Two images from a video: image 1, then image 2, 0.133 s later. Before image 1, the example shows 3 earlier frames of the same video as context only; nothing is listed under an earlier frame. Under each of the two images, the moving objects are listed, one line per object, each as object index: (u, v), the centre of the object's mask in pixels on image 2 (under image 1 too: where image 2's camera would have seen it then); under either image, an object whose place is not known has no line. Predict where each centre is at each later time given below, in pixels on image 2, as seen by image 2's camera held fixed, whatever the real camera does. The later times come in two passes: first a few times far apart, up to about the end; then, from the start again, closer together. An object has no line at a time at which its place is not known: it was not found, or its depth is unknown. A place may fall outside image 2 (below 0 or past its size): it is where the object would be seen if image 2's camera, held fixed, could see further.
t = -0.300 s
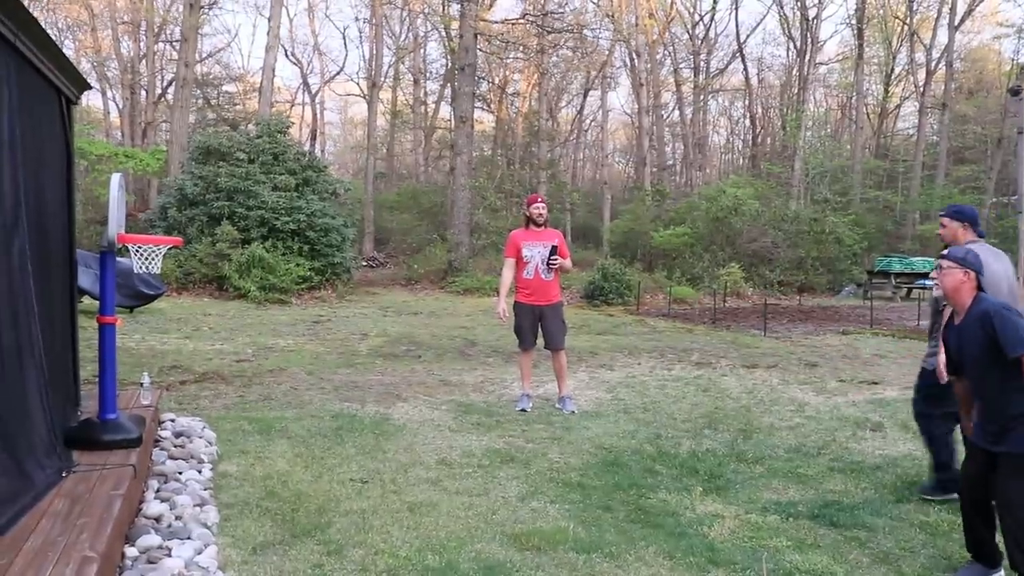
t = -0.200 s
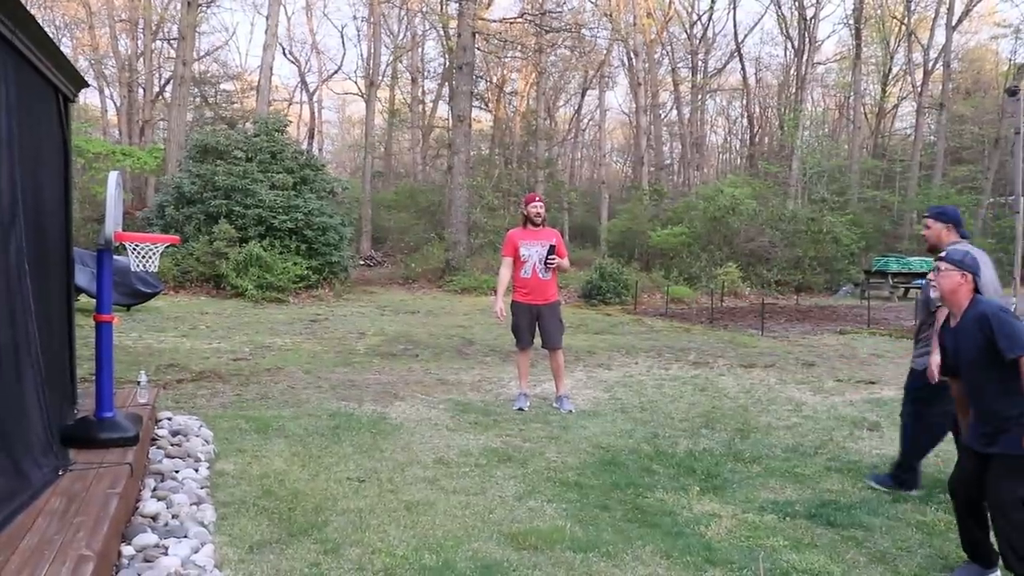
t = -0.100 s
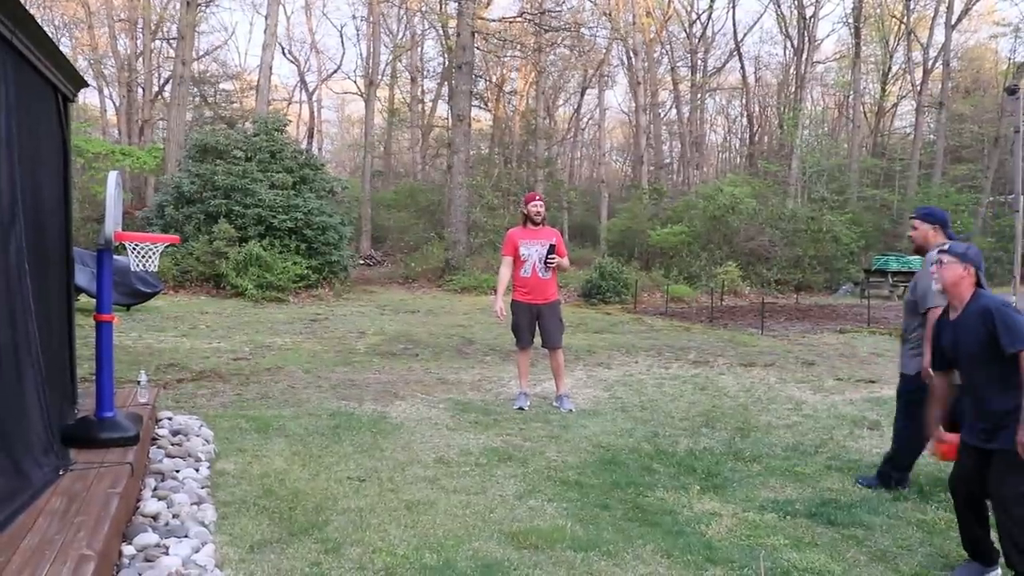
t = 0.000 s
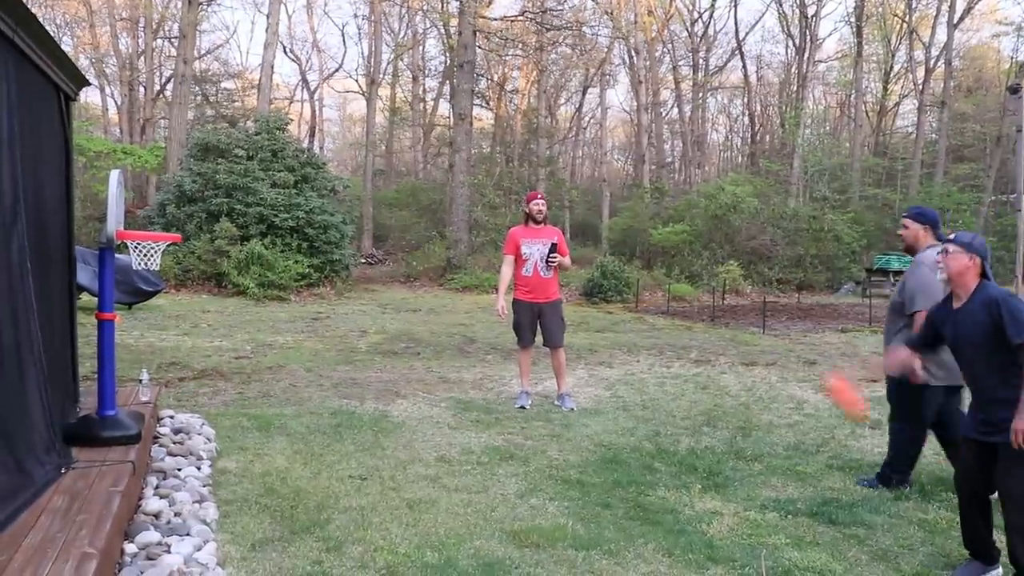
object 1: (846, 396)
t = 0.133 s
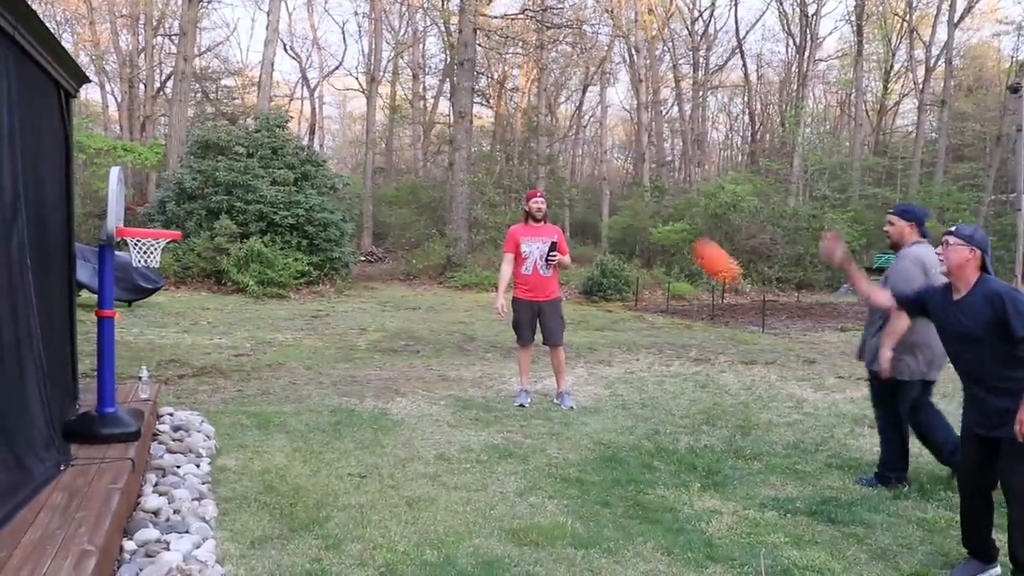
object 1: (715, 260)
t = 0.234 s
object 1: (621, 189)
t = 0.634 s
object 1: (268, 104)
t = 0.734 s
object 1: (192, 130)
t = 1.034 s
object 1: (183, 203)
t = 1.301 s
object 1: (240, 225)
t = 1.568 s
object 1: (292, 355)
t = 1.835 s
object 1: (327, 402)
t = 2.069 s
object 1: (349, 359)
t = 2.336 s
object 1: (374, 405)
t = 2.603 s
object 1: (400, 404)
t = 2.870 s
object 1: (425, 405)
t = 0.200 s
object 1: (651, 208)
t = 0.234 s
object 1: (621, 189)
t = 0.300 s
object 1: (553, 148)
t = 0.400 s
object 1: (464, 111)
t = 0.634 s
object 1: (268, 104)
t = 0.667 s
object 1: (241, 113)
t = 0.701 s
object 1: (217, 119)
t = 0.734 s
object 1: (192, 130)
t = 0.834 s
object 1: (133, 173)
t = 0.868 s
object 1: (143, 188)
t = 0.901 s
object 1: (154, 203)
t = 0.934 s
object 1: (164, 216)
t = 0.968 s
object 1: (169, 217)
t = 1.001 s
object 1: (176, 210)
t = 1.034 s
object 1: (183, 203)
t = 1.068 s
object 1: (191, 200)
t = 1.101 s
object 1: (199, 197)
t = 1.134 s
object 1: (206, 197)
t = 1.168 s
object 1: (214, 200)
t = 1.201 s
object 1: (220, 203)
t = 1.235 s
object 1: (227, 208)
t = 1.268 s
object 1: (234, 216)
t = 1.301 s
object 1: (240, 225)
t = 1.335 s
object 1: (247, 235)
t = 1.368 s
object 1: (255, 248)
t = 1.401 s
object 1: (260, 261)
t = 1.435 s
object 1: (267, 277)
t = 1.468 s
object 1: (273, 294)
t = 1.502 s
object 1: (280, 314)
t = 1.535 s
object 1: (285, 332)
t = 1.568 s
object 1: (292, 355)
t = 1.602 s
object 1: (298, 379)
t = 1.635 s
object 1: (303, 402)
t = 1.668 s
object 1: (310, 428)
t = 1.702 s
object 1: (314, 451)
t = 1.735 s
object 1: (317, 449)
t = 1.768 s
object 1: (321, 431)
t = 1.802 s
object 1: (325, 415)
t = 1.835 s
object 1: (327, 402)
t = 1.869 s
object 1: (331, 389)
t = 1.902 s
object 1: (335, 380)
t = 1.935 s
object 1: (337, 373)
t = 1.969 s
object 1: (341, 367)
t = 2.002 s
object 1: (344, 364)
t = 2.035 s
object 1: (346, 360)
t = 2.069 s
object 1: (349, 359)
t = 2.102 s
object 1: (352, 360)
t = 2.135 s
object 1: (355, 361)
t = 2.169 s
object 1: (358, 364)
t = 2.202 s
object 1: (362, 370)
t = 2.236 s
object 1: (366, 375)
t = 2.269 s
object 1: (369, 383)
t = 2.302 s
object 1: (372, 392)
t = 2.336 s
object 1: (374, 405)
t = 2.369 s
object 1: (377, 418)
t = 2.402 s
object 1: (379, 429)
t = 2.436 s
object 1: (383, 427)
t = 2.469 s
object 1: (387, 420)
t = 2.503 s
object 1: (389, 413)
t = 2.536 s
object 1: (393, 408)
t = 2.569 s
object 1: (396, 405)
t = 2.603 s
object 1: (400, 404)
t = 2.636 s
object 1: (403, 404)
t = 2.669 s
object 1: (406, 406)
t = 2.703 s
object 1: (410, 408)
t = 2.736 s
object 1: (412, 411)
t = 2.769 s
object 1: (417, 416)
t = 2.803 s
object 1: (419, 414)
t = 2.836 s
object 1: (421, 410)
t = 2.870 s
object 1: (425, 405)
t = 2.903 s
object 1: (426, 404)
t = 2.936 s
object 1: (428, 404)
